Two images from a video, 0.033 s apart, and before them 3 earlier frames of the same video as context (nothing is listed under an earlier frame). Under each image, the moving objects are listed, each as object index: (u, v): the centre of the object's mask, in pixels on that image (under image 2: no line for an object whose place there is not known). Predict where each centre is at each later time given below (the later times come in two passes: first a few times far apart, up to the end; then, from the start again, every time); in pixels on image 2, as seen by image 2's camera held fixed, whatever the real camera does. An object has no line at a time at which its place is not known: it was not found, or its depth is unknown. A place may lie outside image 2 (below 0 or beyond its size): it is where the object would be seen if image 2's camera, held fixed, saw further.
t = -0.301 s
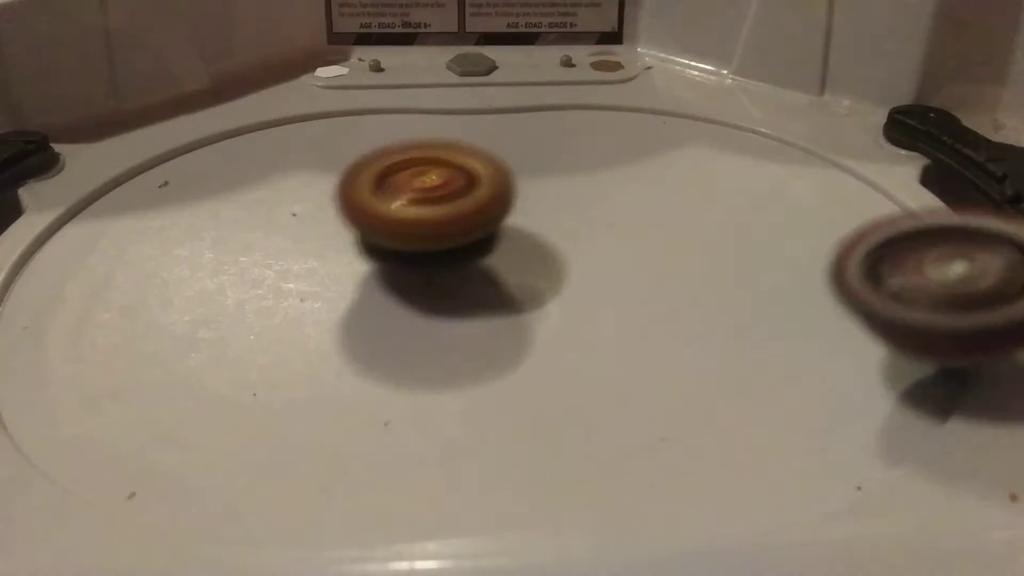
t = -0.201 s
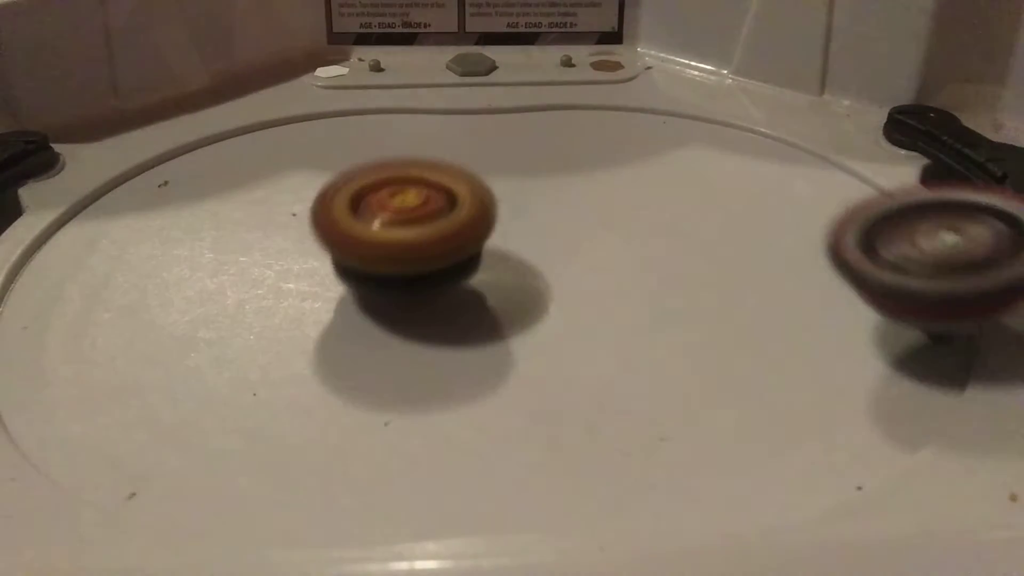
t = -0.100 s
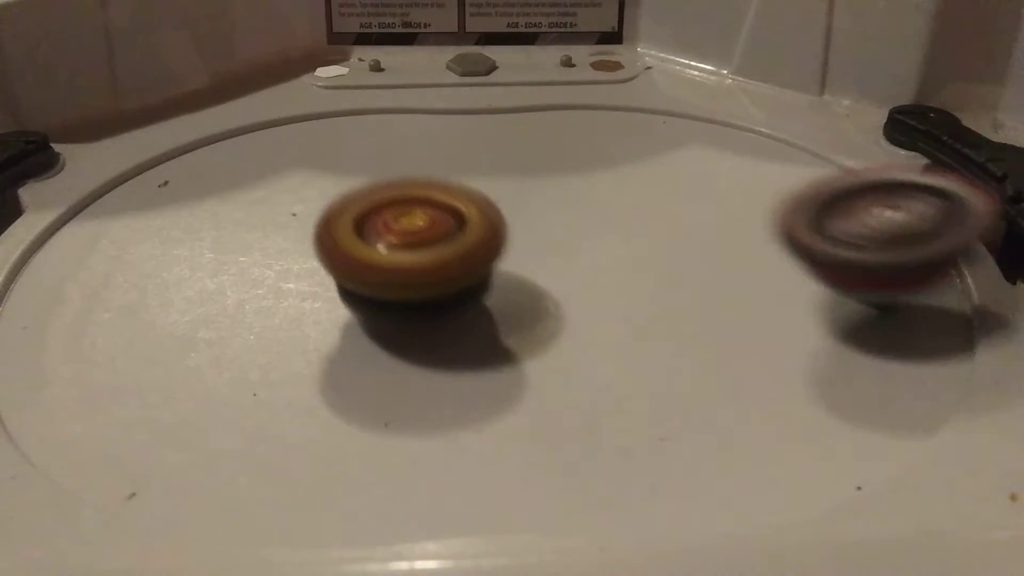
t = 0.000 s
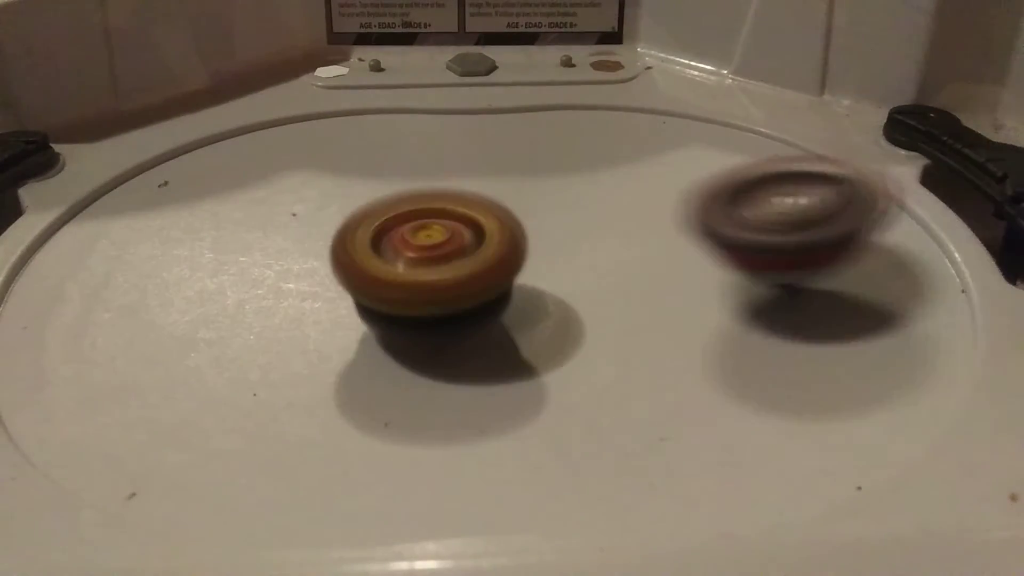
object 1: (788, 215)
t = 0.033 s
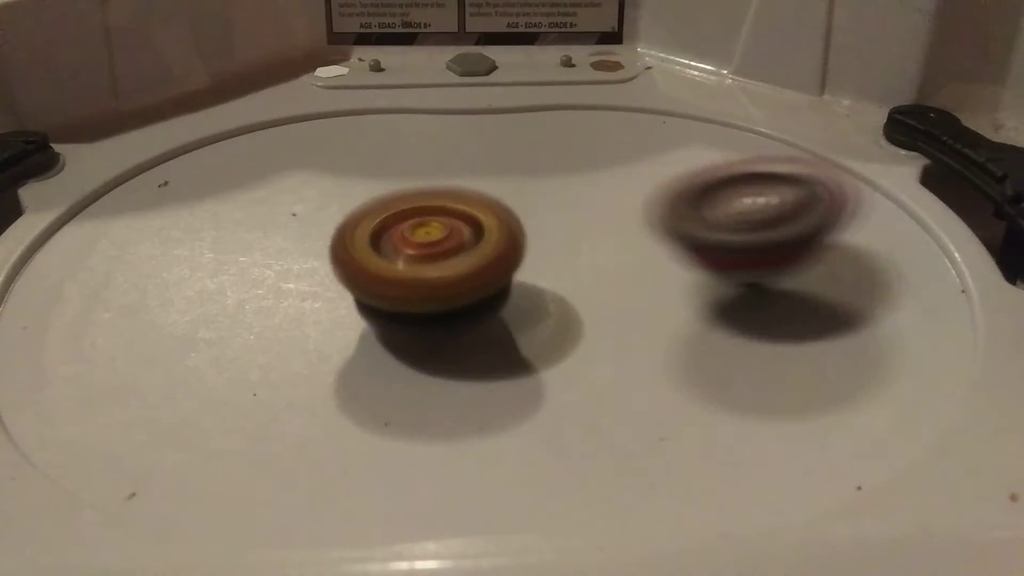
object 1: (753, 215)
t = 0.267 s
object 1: (634, 267)
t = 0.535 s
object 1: (641, 320)
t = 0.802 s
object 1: (740, 296)
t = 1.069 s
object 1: (666, 238)
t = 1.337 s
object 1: (498, 268)
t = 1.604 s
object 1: (541, 295)
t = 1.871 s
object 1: (561, 259)
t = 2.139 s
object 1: (512, 274)
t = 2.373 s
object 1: (608, 310)
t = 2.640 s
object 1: (759, 293)
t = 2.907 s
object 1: (668, 244)
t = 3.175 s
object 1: (688, 242)
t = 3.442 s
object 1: (713, 228)
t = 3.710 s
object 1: (671, 232)
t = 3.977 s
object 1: (624, 276)
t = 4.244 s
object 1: (589, 279)
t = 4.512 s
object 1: (620, 285)
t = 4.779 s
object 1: (619, 267)
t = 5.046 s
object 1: (567, 256)
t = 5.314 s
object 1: (570, 277)
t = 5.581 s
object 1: (652, 288)
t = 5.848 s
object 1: (674, 278)
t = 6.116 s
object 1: (679, 282)
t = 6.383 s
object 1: (643, 298)
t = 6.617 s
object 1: (607, 313)
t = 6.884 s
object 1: (591, 329)
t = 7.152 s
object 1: (541, 325)
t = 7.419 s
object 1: (458, 306)
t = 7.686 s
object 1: (376, 270)
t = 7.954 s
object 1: (331, 240)
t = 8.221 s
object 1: (344, 215)
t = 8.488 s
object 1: (402, 196)
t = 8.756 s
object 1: (449, 169)
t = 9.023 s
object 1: (444, 151)
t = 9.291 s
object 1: (458, 160)
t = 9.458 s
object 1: (454, 152)
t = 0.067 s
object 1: (718, 218)
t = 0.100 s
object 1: (683, 221)
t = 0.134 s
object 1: (647, 228)
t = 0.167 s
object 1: (620, 237)
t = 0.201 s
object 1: (630, 247)
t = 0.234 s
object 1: (635, 258)
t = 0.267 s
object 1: (634, 267)
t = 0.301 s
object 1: (631, 278)
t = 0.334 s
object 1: (626, 286)
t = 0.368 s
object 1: (623, 295)
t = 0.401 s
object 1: (620, 302)
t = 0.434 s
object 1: (622, 309)
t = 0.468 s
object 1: (625, 314)
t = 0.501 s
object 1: (634, 318)
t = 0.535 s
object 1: (641, 320)
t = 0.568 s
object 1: (651, 321)
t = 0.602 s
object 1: (658, 321)
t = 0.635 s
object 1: (663, 318)
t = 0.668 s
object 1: (666, 315)
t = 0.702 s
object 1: (665, 311)
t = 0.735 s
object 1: (697, 306)
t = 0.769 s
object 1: (722, 302)
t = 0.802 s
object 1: (740, 296)
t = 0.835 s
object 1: (748, 289)
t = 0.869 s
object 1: (751, 281)
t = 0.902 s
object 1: (747, 273)
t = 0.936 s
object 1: (739, 264)
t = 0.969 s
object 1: (727, 257)
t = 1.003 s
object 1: (710, 250)
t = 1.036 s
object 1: (689, 243)
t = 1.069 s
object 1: (666, 238)
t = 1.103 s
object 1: (642, 234)
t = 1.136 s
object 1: (613, 231)
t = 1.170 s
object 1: (587, 230)
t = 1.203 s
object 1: (559, 231)
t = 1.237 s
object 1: (531, 232)
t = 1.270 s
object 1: (513, 237)
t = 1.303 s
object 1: (504, 248)
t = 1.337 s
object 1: (498, 268)
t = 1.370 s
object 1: (493, 278)
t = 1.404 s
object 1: (492, 285)
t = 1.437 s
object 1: (496, 289)
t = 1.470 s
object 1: (503, 291)
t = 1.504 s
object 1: (511, 293)
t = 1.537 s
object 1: (520, 295)
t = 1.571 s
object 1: (530, 295)
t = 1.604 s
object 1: (541, 295)
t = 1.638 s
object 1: (551, 294)
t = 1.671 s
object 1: (561, 291)
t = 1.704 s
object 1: (569, 287)
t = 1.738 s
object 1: (574, 282)
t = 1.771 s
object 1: (575, 275)
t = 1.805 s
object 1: (573, 268)
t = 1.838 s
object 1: (565, 261)
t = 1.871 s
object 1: (561, 259)
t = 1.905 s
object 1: (559, 258)
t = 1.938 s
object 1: (555, 257)
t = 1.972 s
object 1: (548, 255)
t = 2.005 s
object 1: (541, 253)
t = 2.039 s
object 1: (534, 254)
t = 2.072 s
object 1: (525, 262)
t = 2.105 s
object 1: (515, 270)
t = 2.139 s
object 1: (512, 274)
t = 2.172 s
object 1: (516, 275)
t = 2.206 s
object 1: (525, 273)
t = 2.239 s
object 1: (534, 267)
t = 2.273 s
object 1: (541, 265)
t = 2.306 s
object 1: (559, 276)
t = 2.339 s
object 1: (583, 298)
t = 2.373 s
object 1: (608, 310)
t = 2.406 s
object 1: (637, 316)
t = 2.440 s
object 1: (667, 319)
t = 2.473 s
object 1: (693, 318)
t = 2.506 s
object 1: (716, 315)
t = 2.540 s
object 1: (732, 310)
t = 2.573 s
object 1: (745, 305)
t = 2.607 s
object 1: (755, 299)
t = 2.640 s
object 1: (759, 293)
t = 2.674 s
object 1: (760, 285)
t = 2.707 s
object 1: (757, 279)
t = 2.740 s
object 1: (751, 272)
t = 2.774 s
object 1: (740, 265)
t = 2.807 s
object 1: (726, 258)
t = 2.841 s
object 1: (709, 253)
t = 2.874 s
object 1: (689, 248)
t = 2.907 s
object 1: (668, 244)
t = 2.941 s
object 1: (648, 243)
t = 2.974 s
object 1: (661, 245)
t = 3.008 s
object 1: (676, 247)
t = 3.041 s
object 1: (683, 246)
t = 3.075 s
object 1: (685, 245)
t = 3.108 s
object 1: (683, 243)
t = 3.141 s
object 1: (680, 241)
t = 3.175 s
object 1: (688, 242)
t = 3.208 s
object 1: (701, 246)
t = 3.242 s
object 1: (706, 248)
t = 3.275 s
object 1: (708, 247)
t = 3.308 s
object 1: (707, 243)
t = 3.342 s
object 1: (708, 238)
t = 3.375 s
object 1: (710, 234)
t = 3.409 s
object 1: (712, 230)
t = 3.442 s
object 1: (713, 228)
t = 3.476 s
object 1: (712, 226)
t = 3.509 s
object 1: (709, 226)
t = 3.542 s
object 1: (705, 226)
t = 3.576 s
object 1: (699, 226)
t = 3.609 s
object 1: (693, 227)
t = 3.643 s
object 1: (686, 228)
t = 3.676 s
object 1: (678, 230)
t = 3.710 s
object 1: (671, 232)
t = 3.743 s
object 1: (660, 235)
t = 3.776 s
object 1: (644, 241)
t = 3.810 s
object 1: (631, 246)
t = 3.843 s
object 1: (630, 252)
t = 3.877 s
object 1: (632, 260)
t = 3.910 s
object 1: (630, 267)
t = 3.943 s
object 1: (627, 272)
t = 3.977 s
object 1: (624, 276)
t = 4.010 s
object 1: (621, 278)
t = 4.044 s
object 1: (619, 280)
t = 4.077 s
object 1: (617, 280)
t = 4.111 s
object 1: (614, 280)
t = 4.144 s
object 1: (611, 279)
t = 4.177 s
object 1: (604, 279)
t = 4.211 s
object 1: (597, 279)
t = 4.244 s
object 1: (589, 279)
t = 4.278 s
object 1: (580, 279)
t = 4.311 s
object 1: (573, 279)
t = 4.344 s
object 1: (577, 282)
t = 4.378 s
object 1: (590, 286)
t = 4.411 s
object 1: (600, 288)
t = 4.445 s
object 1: (609, 288)
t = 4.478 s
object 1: (615, 287)
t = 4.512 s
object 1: (620, 285)
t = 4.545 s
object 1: (624, 284)
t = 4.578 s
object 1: (627, 281)
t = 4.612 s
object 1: (627, 279)
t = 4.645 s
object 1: (626, 275)
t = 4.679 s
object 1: (623, 271)
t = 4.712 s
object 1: (620, 269)
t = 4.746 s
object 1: (622, 268)
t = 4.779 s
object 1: (619, 267)
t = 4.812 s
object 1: (616, 265)
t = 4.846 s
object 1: (612, 263)
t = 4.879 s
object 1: (606, 260)
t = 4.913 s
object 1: (599, 258)
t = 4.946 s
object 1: (590, 255)
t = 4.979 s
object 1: (580, 254)
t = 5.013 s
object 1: (572, 254)
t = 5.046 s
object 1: (567, 256)
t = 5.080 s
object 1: (565, 260)
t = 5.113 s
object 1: (562, 262)
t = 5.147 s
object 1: (559, 264)
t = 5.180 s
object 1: (557, 266)
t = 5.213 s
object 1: (556, 268)
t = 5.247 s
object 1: (559, 272)
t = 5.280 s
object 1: (565, 275)
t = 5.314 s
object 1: (570, 277)
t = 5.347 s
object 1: (576, 278)
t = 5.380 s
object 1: (584, 279)
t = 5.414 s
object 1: (599, 284)
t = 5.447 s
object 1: (615, 286)
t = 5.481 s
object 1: (628, 288)
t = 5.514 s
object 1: (638, 289)
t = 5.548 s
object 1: (647, 289)
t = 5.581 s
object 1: (652, 288)
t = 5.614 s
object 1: (657, 286)
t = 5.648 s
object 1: (659, 283)
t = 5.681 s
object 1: (660, 281)
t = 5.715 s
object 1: (661, 279)
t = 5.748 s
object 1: (664, 278)
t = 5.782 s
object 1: (667, 276)
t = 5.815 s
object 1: (668, 275)
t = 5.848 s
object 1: (674, 278)
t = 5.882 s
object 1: (680, 280)
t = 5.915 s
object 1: (685, 281)
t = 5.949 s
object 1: (688, 282)
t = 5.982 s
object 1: (689, 282)
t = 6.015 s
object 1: (689, 283)
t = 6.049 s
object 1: (687, 283)
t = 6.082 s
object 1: (684, 282)
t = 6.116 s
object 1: (679, 282)
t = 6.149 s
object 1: (679, 286)
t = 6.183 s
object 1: (676, 290)
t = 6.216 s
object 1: (674, 293)
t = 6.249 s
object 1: (670, 294)
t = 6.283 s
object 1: (664, 295)
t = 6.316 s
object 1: (656, 296)
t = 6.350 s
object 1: (650, 297)
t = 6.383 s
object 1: (643, 298)
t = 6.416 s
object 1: (638, 301)
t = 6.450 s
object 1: (633, 304)
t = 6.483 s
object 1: (626, 306)
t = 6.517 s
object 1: (623, 308)
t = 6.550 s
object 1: (618, 309)
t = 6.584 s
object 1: (613, 310)
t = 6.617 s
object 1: (607, 313)
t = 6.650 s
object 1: (603, 320)
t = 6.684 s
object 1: (599, 325)
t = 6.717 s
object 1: (596, 329)
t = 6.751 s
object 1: (596, 331)
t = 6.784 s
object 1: (595, 333)
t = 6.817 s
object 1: (595, 333)
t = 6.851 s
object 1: (593, 332)
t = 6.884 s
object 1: (591, 329)
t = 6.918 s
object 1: (587, 326)
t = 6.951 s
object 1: (582, 322)
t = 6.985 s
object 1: (571, 325)
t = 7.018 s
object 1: (562, 328)
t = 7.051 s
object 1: (555, 328)
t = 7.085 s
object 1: (550, 328)
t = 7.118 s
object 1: (546, 327)
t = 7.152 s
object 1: (541, 325)
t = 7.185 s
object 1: (535, 321)
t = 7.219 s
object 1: (527, 316)
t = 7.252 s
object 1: (519, 311)
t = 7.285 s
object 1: (508, 309)
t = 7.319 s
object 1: (492, 311)
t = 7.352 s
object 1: (479, 312)
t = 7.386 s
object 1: (470, 309)
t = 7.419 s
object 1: (458, 306)
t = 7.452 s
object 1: (447, 302)
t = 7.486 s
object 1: (436, 297)
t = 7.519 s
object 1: (424, 292)
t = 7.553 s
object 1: (412, 288)
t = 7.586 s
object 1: (402, 283)
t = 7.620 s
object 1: (393, 279)
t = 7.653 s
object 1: (384, 274)
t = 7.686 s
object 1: (376, 270)
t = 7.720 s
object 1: (369, 265)
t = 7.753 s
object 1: (362, 261)
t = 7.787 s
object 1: (354, 257)
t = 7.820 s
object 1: (347, 253)
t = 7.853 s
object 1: (341, 250)
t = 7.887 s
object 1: (338, 247)
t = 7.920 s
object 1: (334, 243)
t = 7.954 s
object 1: (331, 240)
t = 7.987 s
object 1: (330, 236)
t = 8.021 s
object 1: (330, 234)
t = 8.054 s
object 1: (329, 231)
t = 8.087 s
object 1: (331, 227)
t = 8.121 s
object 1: (332, 224)
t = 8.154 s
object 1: (335, 221)
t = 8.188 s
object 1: (338, 218)
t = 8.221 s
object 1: (344, 215)
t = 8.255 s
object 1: (349, 212)
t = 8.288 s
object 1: (355, 210)
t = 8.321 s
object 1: (362, 207)
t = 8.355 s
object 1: (369, 205)
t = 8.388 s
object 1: (377, 202)
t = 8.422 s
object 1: (384, 200)
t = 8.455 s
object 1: (393, 198)
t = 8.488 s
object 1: (402, 196)
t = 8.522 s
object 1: (411, 194)
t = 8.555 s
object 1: (419, 192)
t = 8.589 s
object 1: (427, 191)
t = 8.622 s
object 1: (435, 189)
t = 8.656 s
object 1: (442, 188)
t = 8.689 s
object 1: (448, 182)
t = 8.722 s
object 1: (449, 174)
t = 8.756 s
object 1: (449, 169)
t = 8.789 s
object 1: (448, 163)
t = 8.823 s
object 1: (447, 159)
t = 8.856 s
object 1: (447, 157)
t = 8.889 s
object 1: (446, 154)
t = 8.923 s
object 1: (445, 152)
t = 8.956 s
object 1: (445, 151)
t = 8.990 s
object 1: (444, 151)
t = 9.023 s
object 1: (444, 151)
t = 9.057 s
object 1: (444, 152)
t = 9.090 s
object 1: (444, 154)
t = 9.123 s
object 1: (446, 156)
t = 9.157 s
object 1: (448, 160)
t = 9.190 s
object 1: (450, 163)
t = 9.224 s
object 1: (452, 166)
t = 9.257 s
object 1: (456, 164)
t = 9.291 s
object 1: (458, 160)
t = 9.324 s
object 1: (458, 156)
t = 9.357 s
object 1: (457, 155)
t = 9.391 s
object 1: (456, 154)
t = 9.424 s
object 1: (454, 153)
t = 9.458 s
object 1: (454, 152)
